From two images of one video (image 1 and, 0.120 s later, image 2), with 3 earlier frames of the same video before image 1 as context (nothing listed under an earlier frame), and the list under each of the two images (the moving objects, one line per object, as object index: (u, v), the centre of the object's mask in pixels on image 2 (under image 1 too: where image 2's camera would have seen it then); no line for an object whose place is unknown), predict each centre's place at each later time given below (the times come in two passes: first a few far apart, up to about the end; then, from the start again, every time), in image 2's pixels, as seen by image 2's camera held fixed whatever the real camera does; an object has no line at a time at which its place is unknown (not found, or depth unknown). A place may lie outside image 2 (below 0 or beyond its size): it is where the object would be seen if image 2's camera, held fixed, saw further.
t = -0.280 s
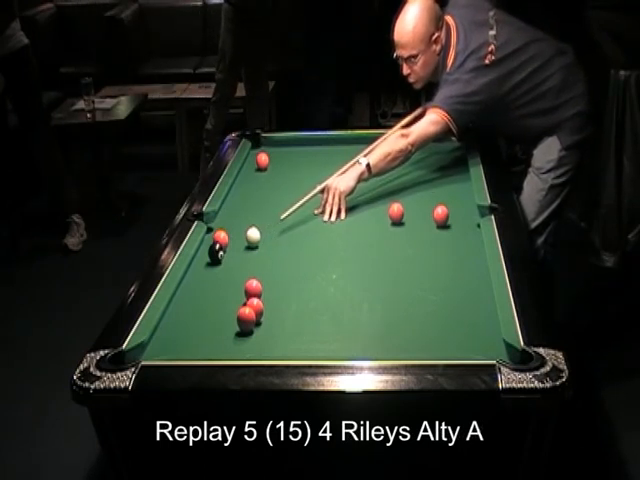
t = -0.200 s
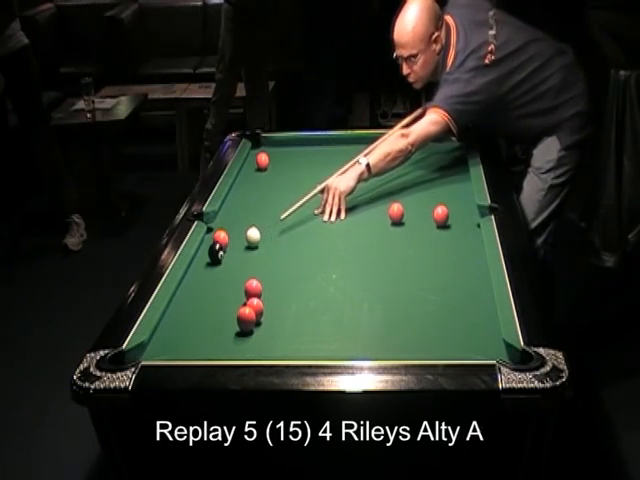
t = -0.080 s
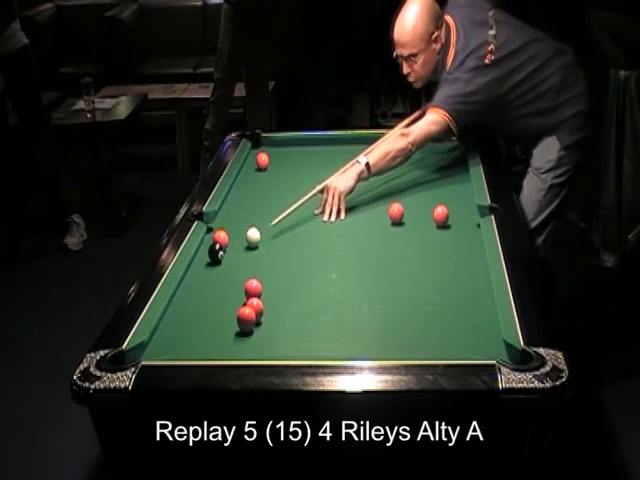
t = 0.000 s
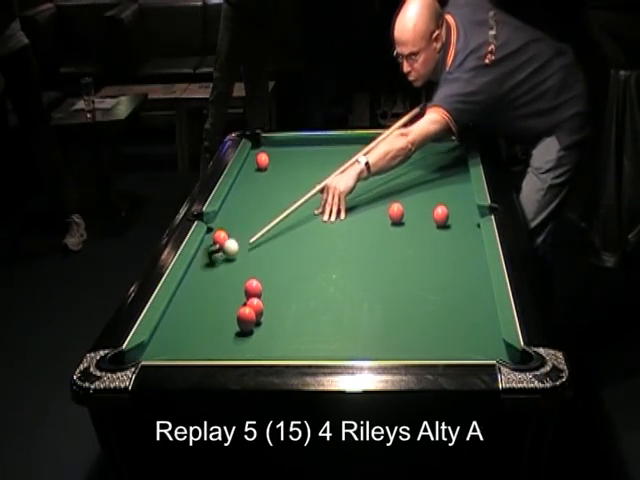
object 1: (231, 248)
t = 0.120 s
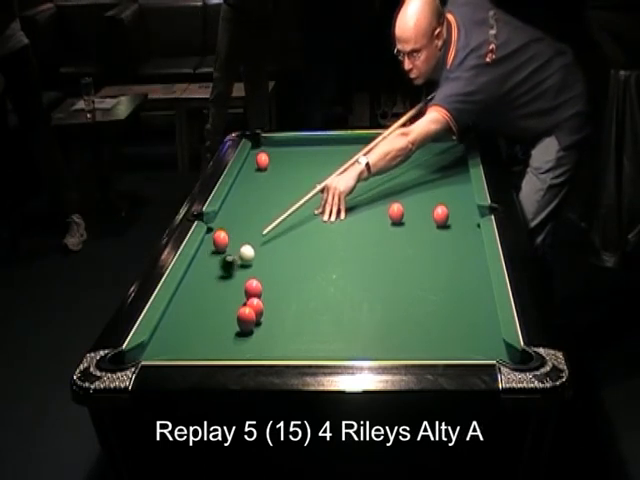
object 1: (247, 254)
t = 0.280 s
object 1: (267, 259)
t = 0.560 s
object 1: (304, 274)
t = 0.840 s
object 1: (341, 287)
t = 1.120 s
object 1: (379, 301)
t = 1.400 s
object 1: (417, 314)
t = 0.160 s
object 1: (252, 256)
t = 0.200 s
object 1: (257, 256)
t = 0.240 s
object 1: (262, 258)
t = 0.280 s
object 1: (267, 259)
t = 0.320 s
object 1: (273, 263)
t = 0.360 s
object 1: (278, 265)
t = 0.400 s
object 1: (283, 266)
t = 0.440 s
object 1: (288, 268)
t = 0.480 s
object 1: (293, 270)
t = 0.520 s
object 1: (299, 272)
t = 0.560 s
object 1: (304, 274)
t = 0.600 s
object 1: (309, 275)
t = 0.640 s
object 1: (314, 277)
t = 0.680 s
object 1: (320, 279)
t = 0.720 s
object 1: (325, 281)
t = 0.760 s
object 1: (330, 283)
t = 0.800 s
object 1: (336, 285)
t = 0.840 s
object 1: (341, 287)
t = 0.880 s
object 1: (346, 289)
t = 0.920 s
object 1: (352, 291)
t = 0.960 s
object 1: (357, 293)
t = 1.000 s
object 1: (363, 295)
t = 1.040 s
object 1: (368, 297)
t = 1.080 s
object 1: (373, 299)
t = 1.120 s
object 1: (379, 301)
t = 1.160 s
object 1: (384, 303)
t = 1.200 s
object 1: (389, 305)
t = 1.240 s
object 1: (395, 307)
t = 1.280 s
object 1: (400, 308)
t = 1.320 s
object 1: (405, 308)
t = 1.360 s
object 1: (411, 312)
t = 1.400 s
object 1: (417, 314)
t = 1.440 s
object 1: (422, 316)
